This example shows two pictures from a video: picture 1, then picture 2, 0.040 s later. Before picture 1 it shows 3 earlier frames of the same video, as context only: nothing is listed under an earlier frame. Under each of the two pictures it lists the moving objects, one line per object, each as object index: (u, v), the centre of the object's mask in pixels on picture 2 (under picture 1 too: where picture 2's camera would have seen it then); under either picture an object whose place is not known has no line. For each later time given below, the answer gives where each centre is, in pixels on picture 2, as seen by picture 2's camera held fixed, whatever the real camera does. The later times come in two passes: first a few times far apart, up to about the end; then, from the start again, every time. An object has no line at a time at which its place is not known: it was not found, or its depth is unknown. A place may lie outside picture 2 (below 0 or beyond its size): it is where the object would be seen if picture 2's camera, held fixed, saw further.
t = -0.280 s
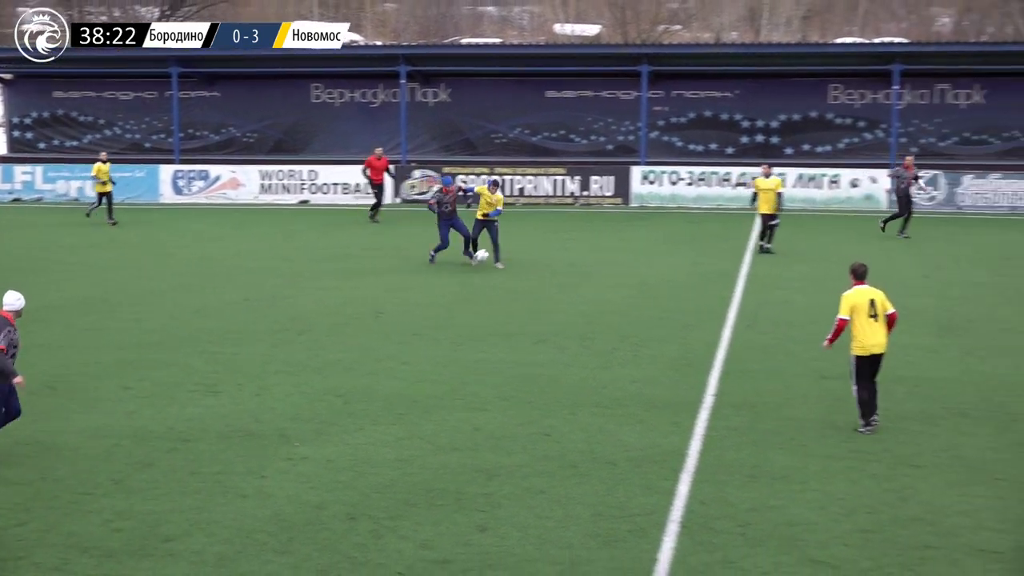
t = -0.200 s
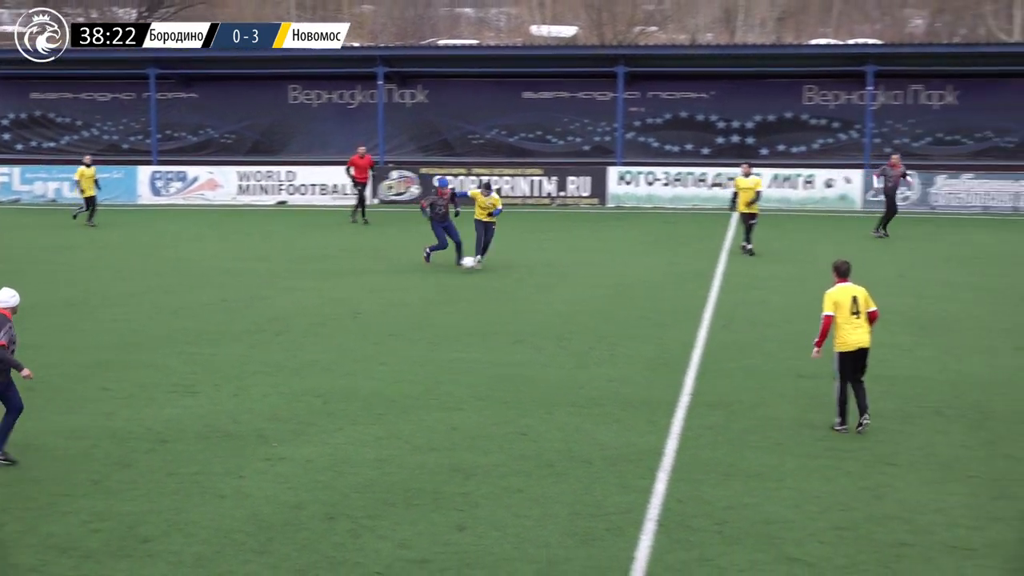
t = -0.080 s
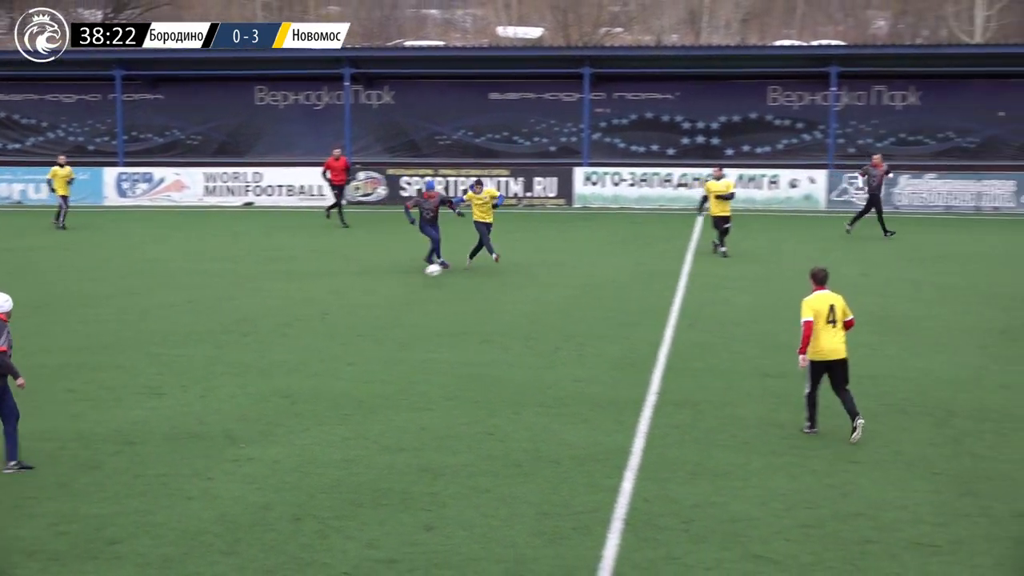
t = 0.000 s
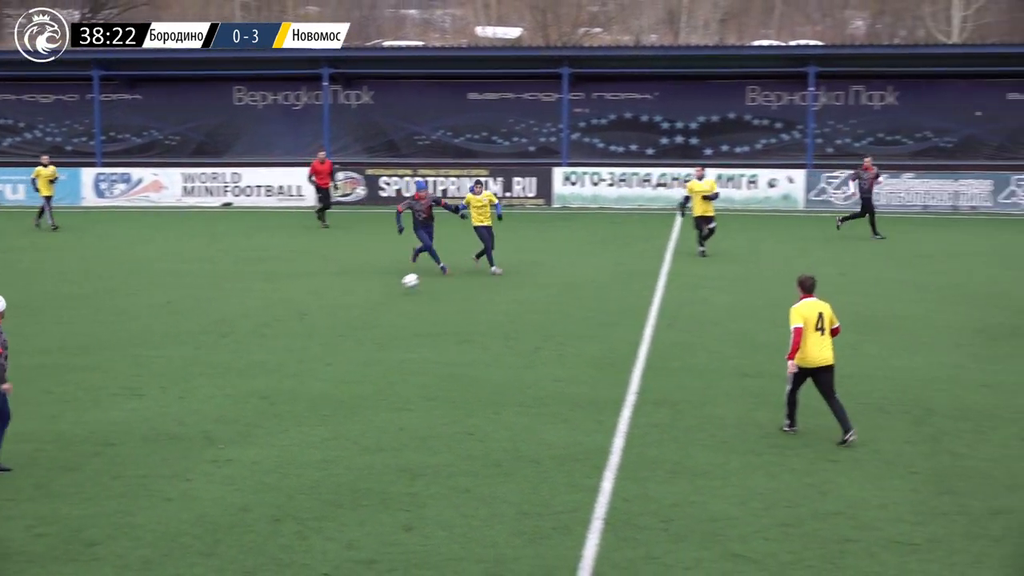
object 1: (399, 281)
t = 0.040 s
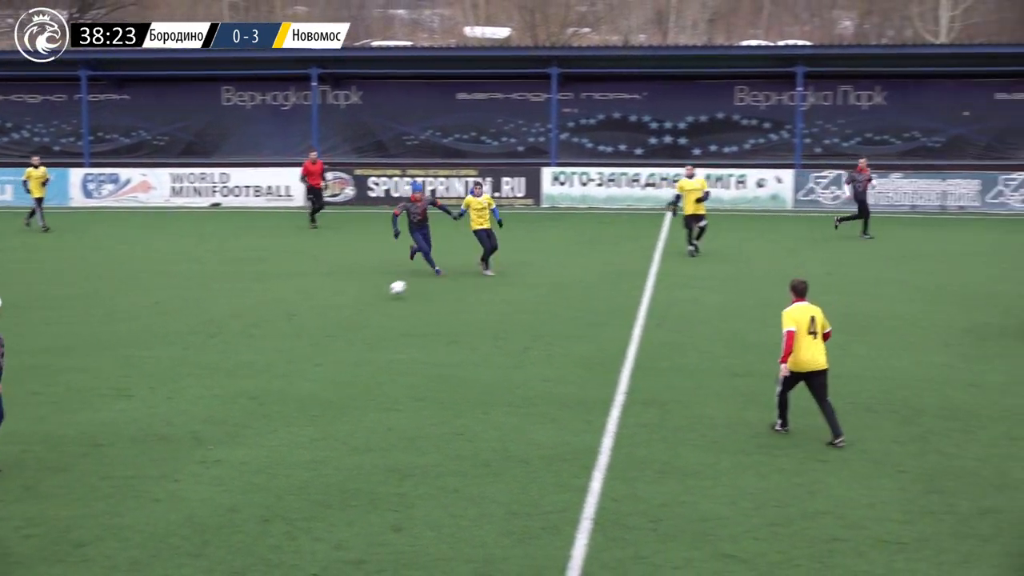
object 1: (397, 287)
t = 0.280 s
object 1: (383, 314)
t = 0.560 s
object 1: (360, 350)
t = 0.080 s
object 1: (396, 296)
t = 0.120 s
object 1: (393, 298)
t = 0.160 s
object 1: (391, 300)
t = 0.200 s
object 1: (389, 303)
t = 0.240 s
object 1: (387, 308)
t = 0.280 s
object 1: (383, 314)
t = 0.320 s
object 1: (381, 322)
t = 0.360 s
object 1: (377, 327)
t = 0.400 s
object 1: (374, 328)
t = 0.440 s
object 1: (371, 332)
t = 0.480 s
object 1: (368, 337)
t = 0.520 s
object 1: (364, 342)
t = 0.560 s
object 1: (360, 350)
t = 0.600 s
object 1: (356, 359)
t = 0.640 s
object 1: (352, 362)
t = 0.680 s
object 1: (347, 365)
